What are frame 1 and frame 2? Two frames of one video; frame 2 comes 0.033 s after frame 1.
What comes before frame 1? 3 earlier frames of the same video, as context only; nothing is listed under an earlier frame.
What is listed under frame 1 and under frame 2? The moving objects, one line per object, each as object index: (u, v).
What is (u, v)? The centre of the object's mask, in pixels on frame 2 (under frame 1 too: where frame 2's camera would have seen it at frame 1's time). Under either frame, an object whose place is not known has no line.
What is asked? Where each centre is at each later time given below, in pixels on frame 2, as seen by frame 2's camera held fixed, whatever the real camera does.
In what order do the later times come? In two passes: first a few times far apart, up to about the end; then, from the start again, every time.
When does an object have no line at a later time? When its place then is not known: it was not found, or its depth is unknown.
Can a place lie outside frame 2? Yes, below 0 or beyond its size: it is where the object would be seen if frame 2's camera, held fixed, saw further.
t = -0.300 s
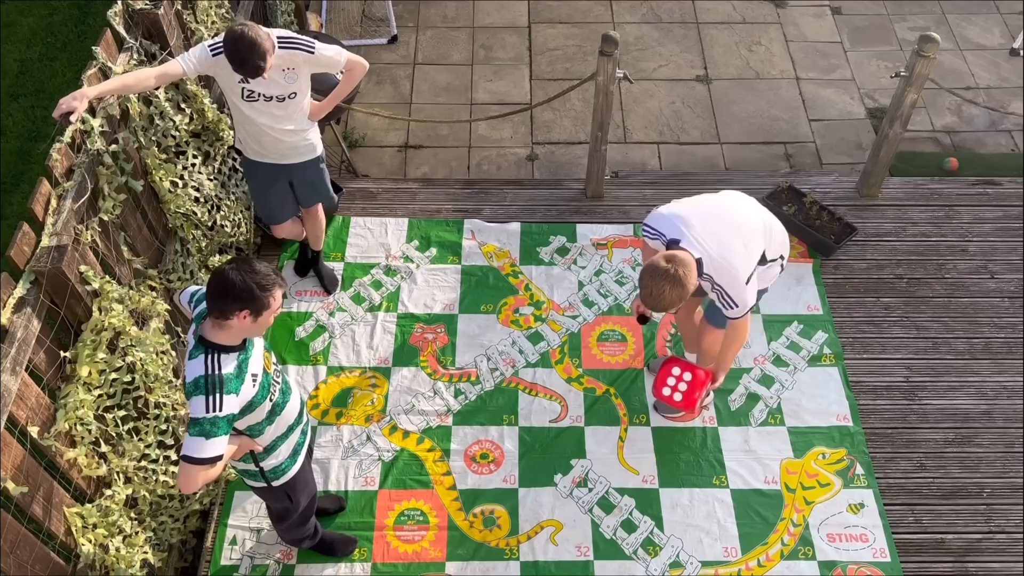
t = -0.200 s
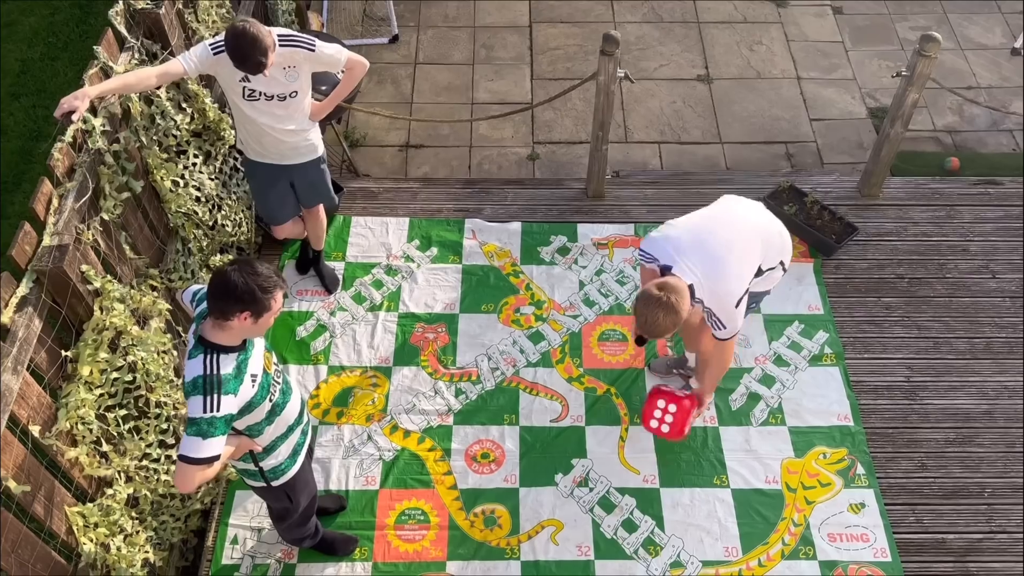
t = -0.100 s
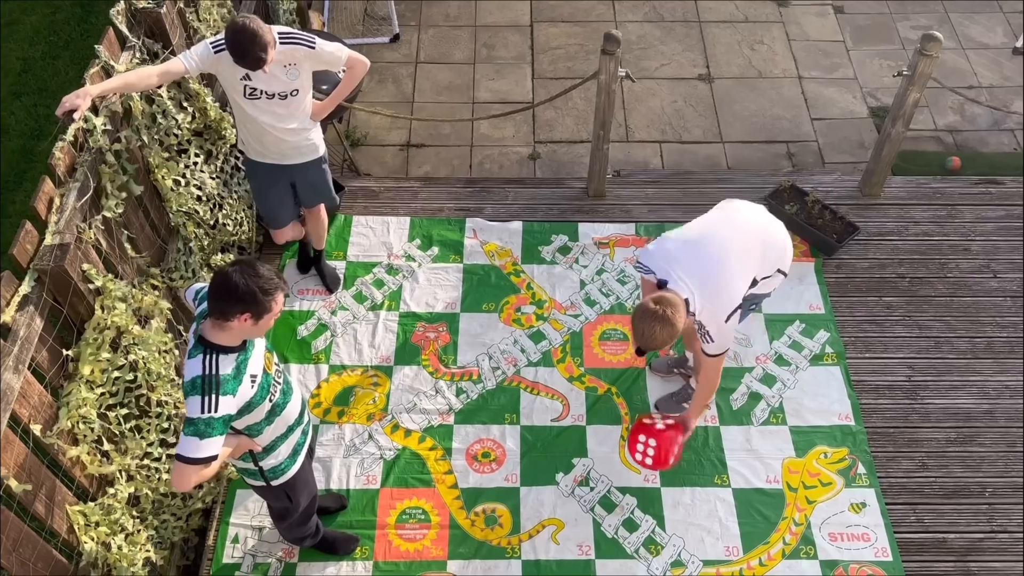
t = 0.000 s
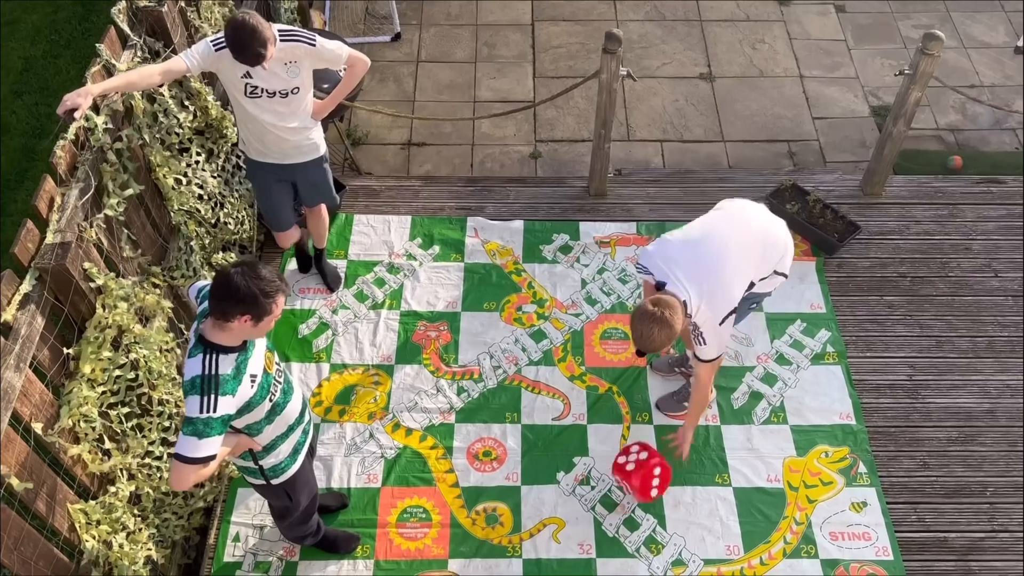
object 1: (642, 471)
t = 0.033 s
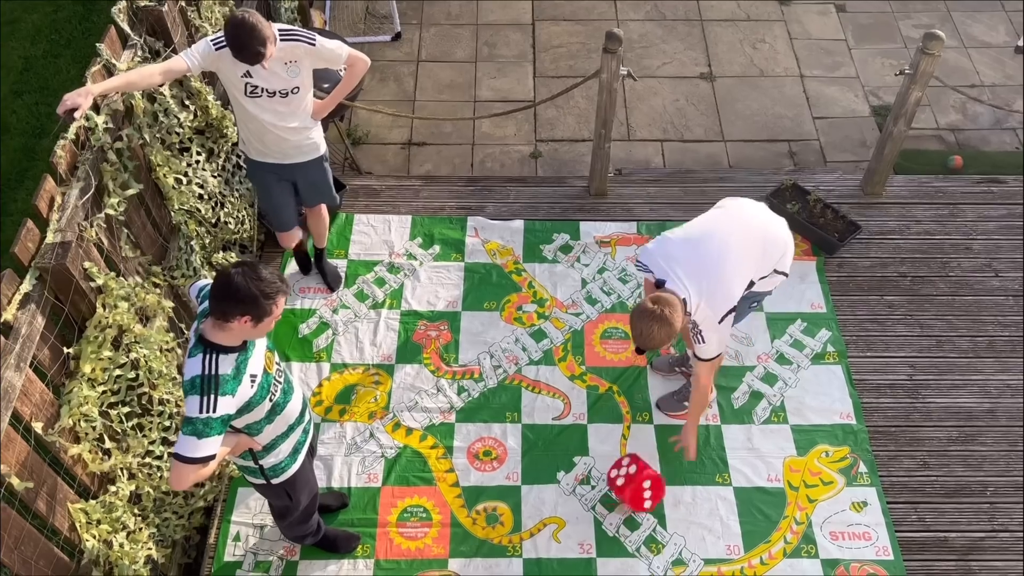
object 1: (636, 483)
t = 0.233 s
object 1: (614, 502)
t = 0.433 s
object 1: (592, 533)
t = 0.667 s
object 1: (569, 561)
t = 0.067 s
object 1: (633, 485)
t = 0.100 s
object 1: (630, 487)
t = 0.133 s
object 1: (626, 490)
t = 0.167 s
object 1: (622, 493)
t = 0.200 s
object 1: (618, 497)
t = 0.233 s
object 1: (614, 502)
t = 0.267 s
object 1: (609, 510)
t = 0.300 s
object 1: (606, 517)
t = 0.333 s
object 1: (601, 524)
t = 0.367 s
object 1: (598, 526)
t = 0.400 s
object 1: (595, 529)
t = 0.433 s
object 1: (592, 533)
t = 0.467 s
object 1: (589, 537)
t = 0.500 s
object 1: (586, 542)
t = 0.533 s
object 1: (582, 549)
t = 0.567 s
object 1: (578, 552)
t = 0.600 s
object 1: (575, 554)
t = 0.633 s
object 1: (572, 557)
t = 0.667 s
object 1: (569, 561)
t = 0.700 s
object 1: (565, 565)
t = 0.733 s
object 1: (561, 569)
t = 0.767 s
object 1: (558, 573)
